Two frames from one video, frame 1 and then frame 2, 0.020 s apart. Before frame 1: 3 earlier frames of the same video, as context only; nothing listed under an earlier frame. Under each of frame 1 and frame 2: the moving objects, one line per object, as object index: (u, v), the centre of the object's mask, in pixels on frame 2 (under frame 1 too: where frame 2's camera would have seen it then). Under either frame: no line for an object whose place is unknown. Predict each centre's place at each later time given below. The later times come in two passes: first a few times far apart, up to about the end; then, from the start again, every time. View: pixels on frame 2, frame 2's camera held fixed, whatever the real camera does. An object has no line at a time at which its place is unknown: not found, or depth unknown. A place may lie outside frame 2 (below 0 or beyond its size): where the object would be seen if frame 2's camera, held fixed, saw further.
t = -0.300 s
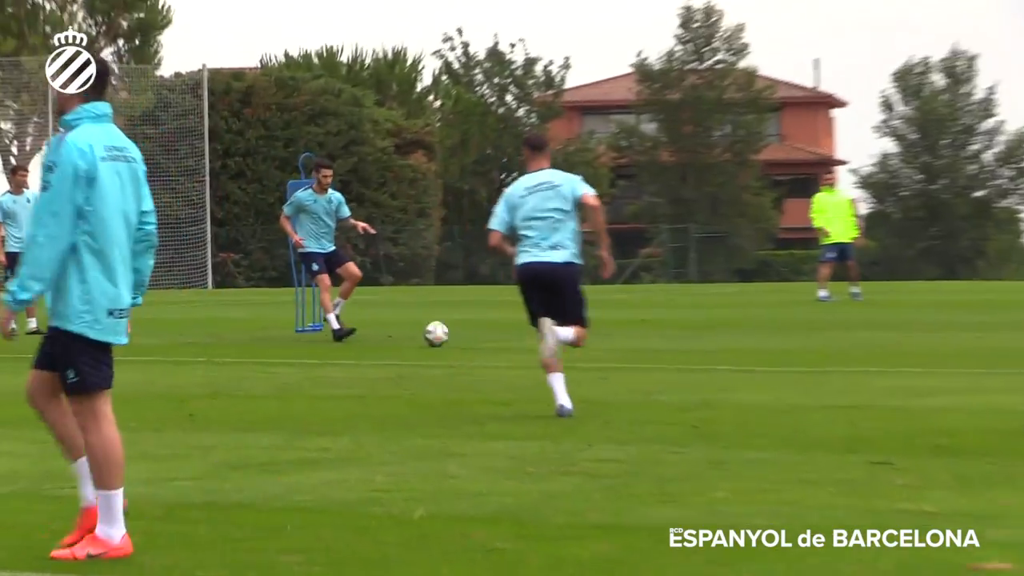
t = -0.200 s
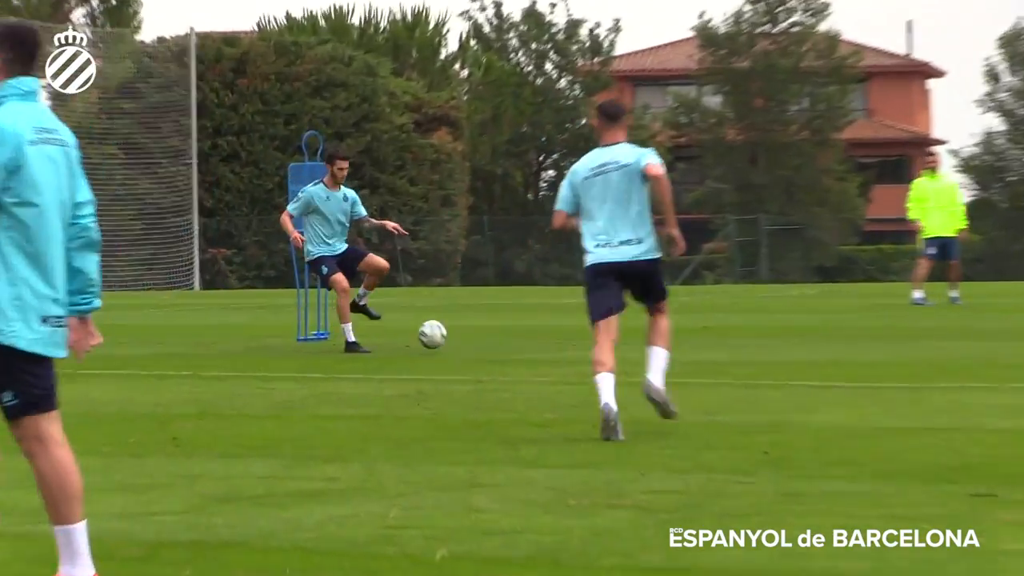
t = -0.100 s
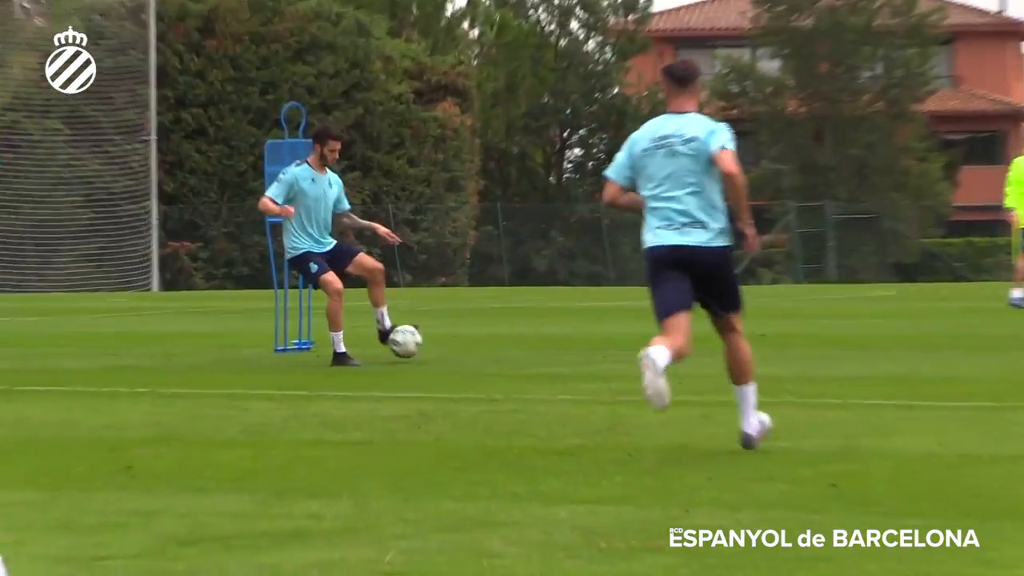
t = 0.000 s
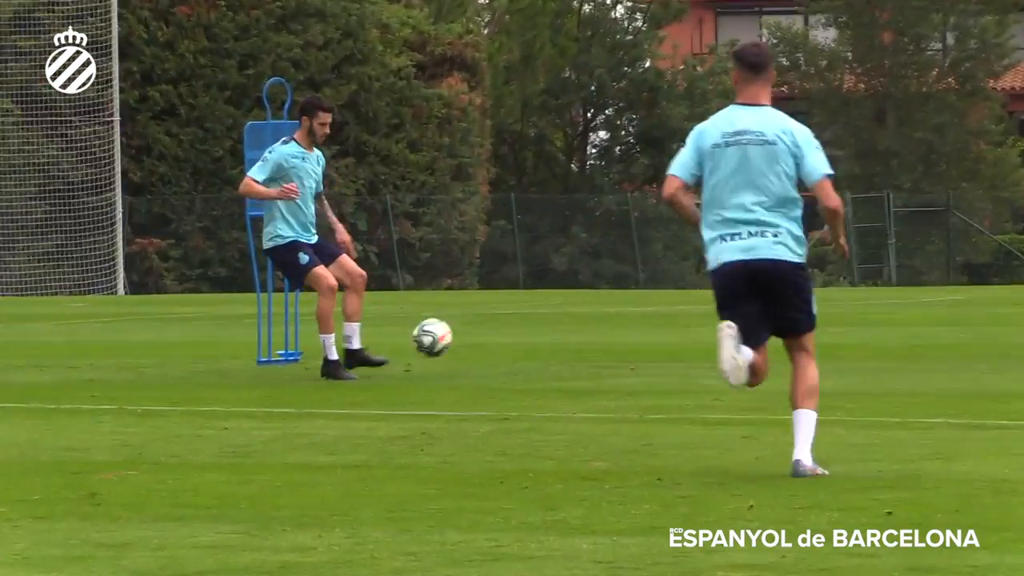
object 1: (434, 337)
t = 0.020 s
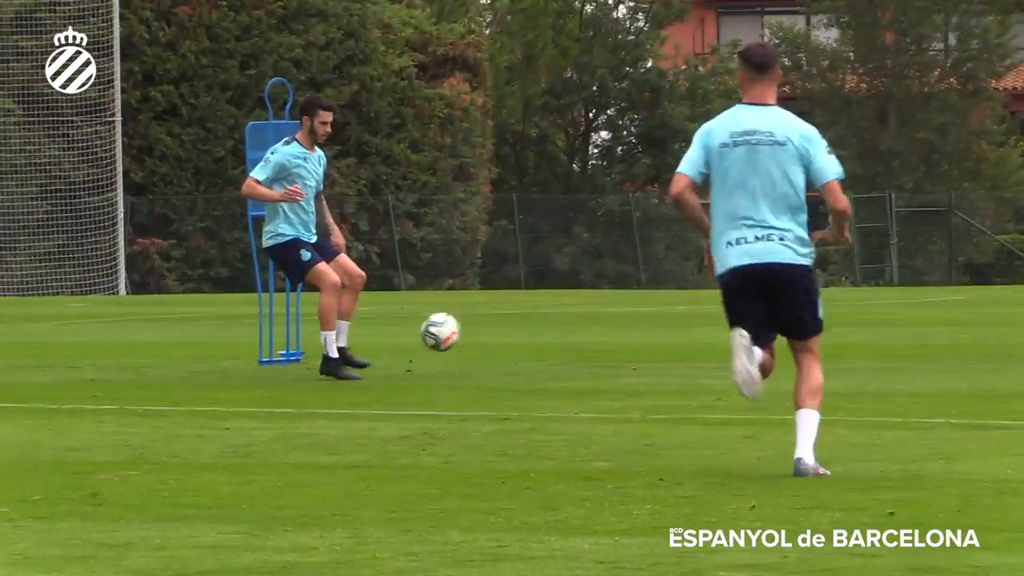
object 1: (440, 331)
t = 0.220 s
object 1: (515, 314)
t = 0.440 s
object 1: (599, 389)
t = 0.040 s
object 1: (448, 326)
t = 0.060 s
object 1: (456, 322)
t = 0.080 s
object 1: (464, 318)
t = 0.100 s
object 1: (472, 316)
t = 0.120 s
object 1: (479, 315)
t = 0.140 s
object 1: (486, 313)
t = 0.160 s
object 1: (493, 312)
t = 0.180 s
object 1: (500, 312)
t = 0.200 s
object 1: (508, 313)
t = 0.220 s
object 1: (515, 314)
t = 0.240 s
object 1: (522, 317)
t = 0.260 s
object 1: (529, 320)
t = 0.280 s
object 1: (536, 324)
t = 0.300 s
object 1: (544, 330)
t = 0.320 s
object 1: (552, 335)
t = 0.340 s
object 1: (560, 342)
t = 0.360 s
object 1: (567, 350)
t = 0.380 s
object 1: (575, 359)
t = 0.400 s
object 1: (583, 368)
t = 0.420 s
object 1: (590, 378)
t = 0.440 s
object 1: (599, 389)
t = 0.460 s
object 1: (606, 390)
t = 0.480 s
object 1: (613, 385)
